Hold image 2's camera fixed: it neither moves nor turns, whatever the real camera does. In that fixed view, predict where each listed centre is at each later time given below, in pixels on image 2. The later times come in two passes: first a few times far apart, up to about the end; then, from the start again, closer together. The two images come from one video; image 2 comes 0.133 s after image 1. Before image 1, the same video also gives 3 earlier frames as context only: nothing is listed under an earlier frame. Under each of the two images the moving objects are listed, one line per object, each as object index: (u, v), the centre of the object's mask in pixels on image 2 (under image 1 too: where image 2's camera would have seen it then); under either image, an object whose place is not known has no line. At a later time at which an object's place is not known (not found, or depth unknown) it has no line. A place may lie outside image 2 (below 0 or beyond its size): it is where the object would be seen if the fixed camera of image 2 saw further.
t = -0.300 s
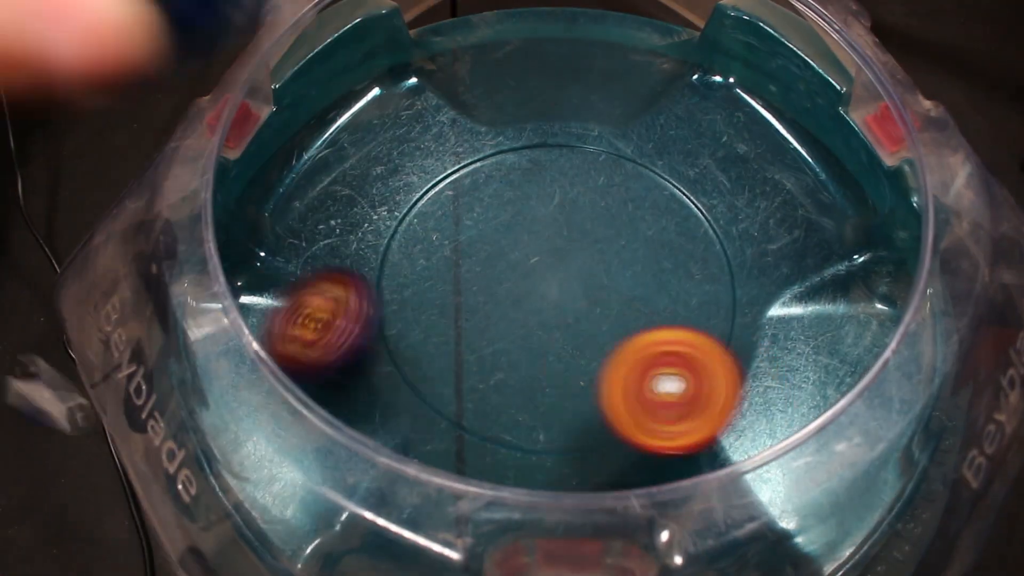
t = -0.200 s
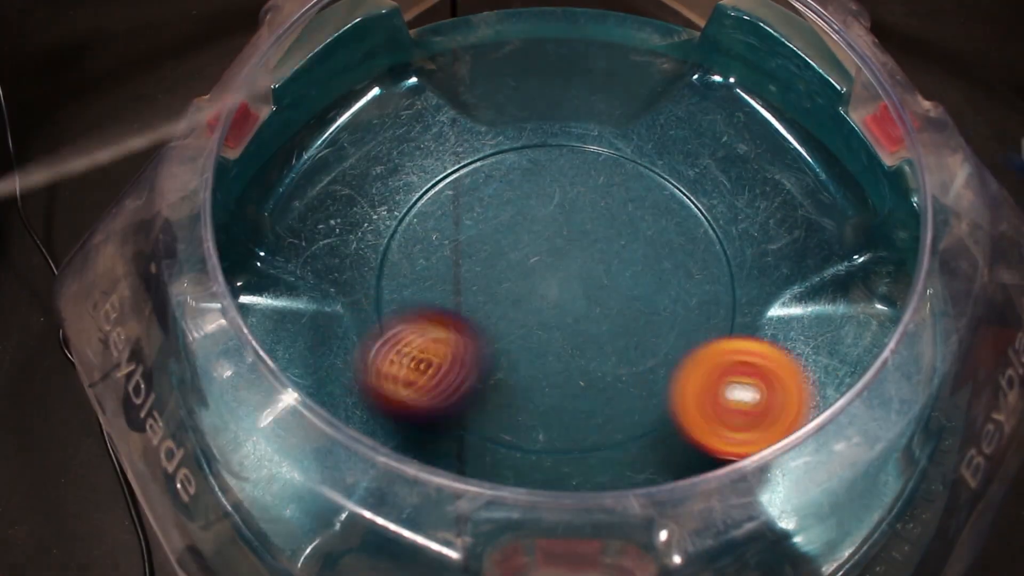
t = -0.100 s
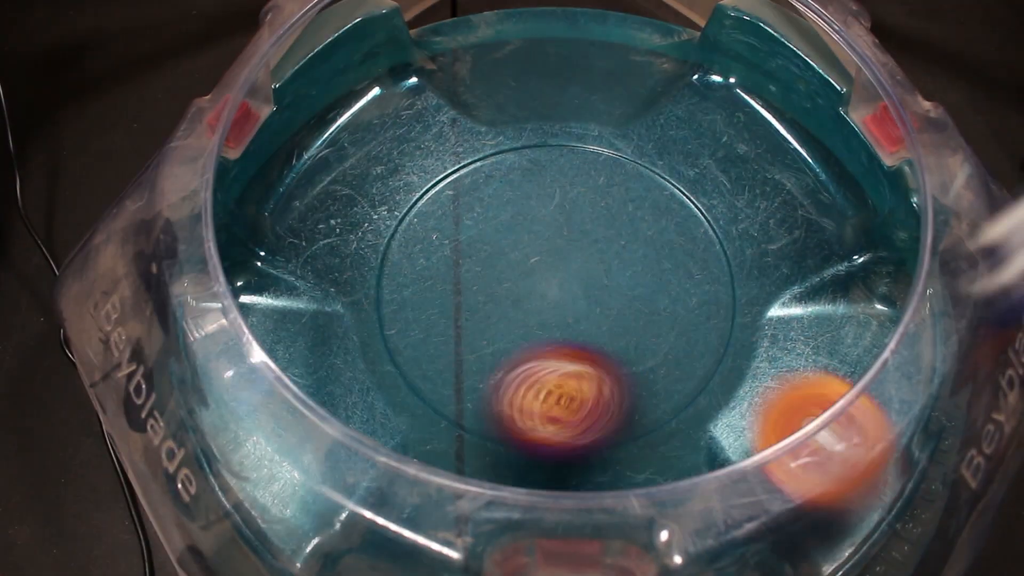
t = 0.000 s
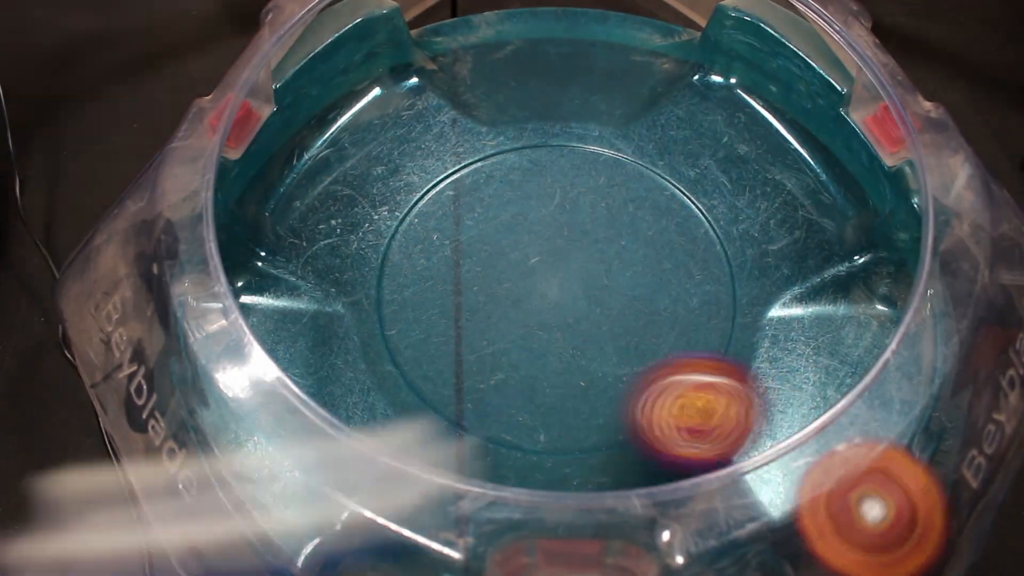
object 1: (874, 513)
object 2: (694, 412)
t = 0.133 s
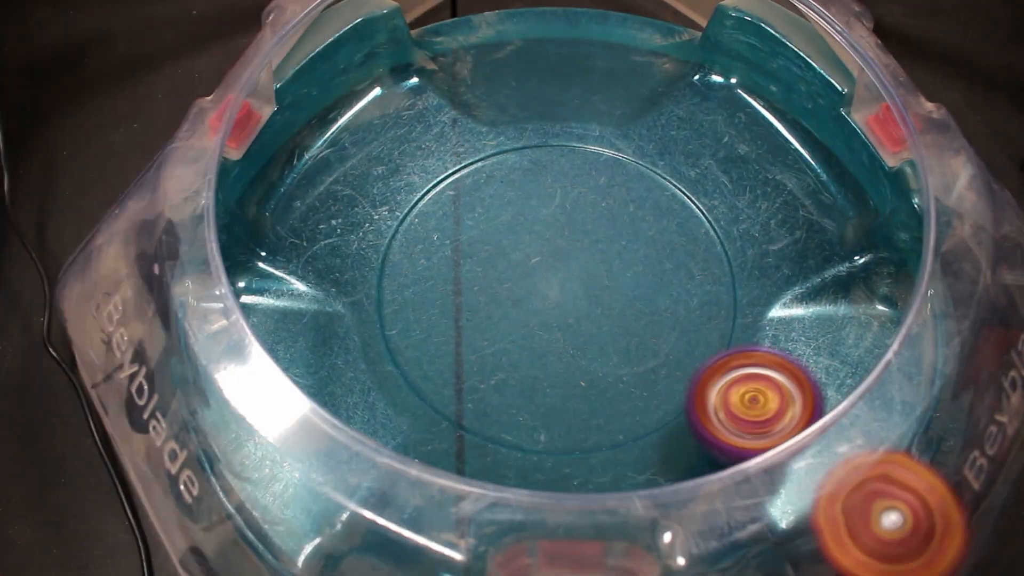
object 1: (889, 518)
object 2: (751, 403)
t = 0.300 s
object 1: (867, 522)
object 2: (710, 434)
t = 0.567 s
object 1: (865, 509)
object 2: (566, 354)
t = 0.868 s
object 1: (873, 381)
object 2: (287, 289)
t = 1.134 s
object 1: (725, 230)
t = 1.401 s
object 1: (302, 185)
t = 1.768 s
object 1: (830, 195)
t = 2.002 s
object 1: (478, 33)
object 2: (207, 424)
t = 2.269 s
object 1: (662, 48)
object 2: (186, 331)
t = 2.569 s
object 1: (491, 160)
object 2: (261, 299)
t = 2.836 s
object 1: (638, 480)
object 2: (371, 327)
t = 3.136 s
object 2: (693, 234)
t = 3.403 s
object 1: (909, 298)
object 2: (606, 53)
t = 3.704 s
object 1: (795, 337)
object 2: (609, 35)
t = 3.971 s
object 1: (676, 265)
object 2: (612, 55)
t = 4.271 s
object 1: (403, 332)
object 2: (587, 108)
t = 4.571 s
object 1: (677, 338)
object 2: (534, 353)
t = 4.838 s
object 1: (462, 110)
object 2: (748, 371)
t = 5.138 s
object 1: (307, 326)
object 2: (749, 349)
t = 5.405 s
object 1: (582, 382)
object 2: (603, 183)
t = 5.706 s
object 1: (660, 64)
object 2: (370, 300)
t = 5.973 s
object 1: (580, 14)
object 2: (598, 372)
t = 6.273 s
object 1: (475, 38)
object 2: (616, 119)
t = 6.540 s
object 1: (485, 51)
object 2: (585, 216)
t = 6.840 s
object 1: (511, 51)
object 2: (718, 320)
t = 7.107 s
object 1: (566, 78)
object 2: (632, 270)
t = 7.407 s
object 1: (511, 199)
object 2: (448, 341)
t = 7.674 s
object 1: (688, 342)
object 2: (477, 346)
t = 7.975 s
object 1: (690, 198)
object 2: (543, 210)
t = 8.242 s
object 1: (622, 245)
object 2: (457, 132)
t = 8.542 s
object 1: (658, 338)
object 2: (527, 242)
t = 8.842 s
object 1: (695, 338)
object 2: (655, 213)
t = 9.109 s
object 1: (606, 342)
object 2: (626, 187)
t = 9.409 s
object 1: (459, 375)
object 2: (566, 256)
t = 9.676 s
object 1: (438, 409)
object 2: (598, 224)
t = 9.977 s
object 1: (468, 275)
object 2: (634, 197)
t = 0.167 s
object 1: (893, 517)
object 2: (745, 405)
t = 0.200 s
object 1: (894, 518)
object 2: (732, 412)
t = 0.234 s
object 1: (888, 521)
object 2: (720, 420)
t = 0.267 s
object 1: (880, 525)
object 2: (712, 427)
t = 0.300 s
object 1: (867, 522)
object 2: (710, 434)
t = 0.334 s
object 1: (852, 518)
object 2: (708, 436)
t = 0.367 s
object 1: (844, 516)
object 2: (695, 434)
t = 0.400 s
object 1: (842, 513)
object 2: (678, 436)
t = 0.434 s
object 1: (842, 514)
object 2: (659, 426)
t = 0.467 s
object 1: (847, 518)
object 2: (641, 409)
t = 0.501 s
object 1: (857, 518)
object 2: (618, 390)
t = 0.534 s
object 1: (861, 515)
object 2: (594, 371)
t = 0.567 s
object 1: (865, 509)
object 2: (566, 354)
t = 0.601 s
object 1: (869, 502)
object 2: (534, 339)
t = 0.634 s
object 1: (875, 493)
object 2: (498, 326)
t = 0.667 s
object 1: (878, 483)
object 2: (462, 315)
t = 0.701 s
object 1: (882, 471)
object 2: (425, 308)
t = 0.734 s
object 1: (885, 458)
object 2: (392, 303)
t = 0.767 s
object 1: (889, 444)
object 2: (368, 300)
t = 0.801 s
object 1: (892, 430)
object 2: (343, 301)
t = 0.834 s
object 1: (880, 403)
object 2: (315, 298)
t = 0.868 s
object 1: (873, 381)
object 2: (287, 289)
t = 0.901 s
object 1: (864, 359)
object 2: (265, 275)
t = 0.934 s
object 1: (843, 332)
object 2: (217, 298)
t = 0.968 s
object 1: (839, 318)
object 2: (189, 335)
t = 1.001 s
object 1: (828, 300)
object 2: (191, 357)
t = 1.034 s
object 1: (811, 279)
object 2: (198, 378)
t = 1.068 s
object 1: (787, 263)
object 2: (203, 409)
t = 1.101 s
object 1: (759, 249)
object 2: (214, 427)
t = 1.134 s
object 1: (725, 230)
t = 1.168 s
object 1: (687, 206)
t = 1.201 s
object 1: (642, 177)
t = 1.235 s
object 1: (590, 154)
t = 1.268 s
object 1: (532, 138)
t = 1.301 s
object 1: (472, 133)
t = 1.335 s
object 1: (413, 140)
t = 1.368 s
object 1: (356, 158)
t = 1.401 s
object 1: (302, 185)
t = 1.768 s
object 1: (830, 195)
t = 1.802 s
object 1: (808, 144)
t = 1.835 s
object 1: (774, 113)
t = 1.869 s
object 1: (717, 93)
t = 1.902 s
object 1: (649, 68)
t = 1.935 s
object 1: (585, 53)
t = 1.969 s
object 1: (531, 39)
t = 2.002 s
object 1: (478, 33)
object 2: (207, 424)
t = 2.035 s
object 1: (472, 31)
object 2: (200, 413)
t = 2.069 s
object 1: (504, 35)
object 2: (201, 396)
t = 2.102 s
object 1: (531, 39)
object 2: (198, 386)
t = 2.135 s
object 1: (556, 44)
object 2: (197, 372)
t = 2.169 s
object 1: (583, 48)
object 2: (192, 361)
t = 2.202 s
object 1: (610, 52)
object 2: (189, 353)
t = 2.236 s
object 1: (637, 55)
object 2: (185, 341)
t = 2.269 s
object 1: (662, 48)
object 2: (186, 331)
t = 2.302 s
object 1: (657, 40)
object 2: (188, 314)
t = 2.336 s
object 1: (638, 42)
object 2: (197, 302)
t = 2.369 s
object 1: (620, 52)
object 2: (200, 290)
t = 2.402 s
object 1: (604, 61)
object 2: (200, 287)
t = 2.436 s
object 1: (588, 73)
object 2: (203, 290)
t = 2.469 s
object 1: (572, 86)
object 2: (206, 293)
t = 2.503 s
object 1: (551, 105)
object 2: (226, 285)
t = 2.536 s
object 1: (525, 129)
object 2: (254, 293)
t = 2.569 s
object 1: (491, 160)
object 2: (261, 299)
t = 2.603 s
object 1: (460, 199)
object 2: (268, 304)
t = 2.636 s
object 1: (439, 244)
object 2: (278, 308)
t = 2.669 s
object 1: (430, 292)
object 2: (287, 314)
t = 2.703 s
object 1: (436, 345)
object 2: (299, 319)
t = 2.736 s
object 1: (463, 392)
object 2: (313, 323)
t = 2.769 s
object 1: (508, 426)
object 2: (329, 325)
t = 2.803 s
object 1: (570, 463)
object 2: (348, 325)
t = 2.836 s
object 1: (638, 480)
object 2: (371, 327)
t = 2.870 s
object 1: (690, 485)
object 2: (400, 334)
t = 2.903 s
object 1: (757, 471)
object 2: (439, 345)
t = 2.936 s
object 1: (819, 465)
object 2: (482, 353)
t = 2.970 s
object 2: (530, 353)
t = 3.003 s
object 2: (575, 344)
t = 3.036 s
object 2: (615, 325)
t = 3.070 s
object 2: (649, 300)
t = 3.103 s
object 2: (676, 269)
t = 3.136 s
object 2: (693, 234)
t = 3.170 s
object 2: (700, 199)
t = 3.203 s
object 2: (695, 163)
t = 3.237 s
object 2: (682, 132)
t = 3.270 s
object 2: (664, 107)
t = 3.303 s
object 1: (933, 338)
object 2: (643, 88)
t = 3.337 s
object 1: (924, 321)
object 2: (624, 75)
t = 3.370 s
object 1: (919, 307)
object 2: (611, 61)
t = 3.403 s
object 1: (909, 298)
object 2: (606, 53)
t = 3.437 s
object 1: (901, 302)
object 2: (606, 47)
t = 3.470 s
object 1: (887, 306)
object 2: (606, 43)
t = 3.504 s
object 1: (875, 310)
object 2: (607, 41)
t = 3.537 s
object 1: (862, 313)
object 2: (607, 39)
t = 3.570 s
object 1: (844, 316)
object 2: (608, 37)
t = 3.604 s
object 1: (833, 322)
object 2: (608, 36)
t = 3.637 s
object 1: (822, 327)
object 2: (609, 35)
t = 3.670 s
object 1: (809, 333)
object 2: (609, 35)
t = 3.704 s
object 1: (795, 337)
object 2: (609, 35)
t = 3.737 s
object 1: (782, 342)
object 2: (609, 36)
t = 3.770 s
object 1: (769, 346)
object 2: (609, 37)
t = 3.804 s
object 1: (754, 348)
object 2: (609, 38)
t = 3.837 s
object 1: (741, 342)
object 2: (609, 40)
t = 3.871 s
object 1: (728, 330)
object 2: (610, 43)
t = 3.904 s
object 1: (713, 313)
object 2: (610, 46)
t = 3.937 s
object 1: (698, 289)
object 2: (611, 50)
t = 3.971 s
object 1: (676, 265)
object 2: (612, 55)
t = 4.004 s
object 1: (648, 246)
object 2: (613, 60)
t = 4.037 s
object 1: (614, 233)
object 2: (614, 66)
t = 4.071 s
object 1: (576, 226)
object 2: (615, 73)
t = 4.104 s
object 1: (536, 227)
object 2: (617, 80)
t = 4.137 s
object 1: (498, 234)
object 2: (618, 87)
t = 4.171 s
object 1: (463, 249)
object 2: (617, 90)
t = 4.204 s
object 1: (431, 273)
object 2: (614, 92)
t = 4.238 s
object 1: (410, 301)
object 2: (605, 98)
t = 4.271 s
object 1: (403, 332)
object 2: (587, 108)
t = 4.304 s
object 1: (412, 364)
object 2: (560, 122)
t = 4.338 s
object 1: (431, 395)
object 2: (536, 141)
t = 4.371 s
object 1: (462, 417)
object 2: (517, 165)
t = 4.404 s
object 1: (499, 430)
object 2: (503, 194)
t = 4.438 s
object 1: (541, 433)
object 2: (494, 225)
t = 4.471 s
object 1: (583, 426)
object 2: (492, 257)
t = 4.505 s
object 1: (622, 404)
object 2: (498, 290)
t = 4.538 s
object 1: (656, 374)
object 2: (512, 324)
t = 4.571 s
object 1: (677, 338)
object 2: (534, 353)
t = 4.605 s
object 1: (684, 298)
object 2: (562, 376)
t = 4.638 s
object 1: (678, 259)
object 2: (595, 394)
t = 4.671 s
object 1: (661, 222)
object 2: (633, 401)
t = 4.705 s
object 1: (635, 188)
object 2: (667, 397)
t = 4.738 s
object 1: (600, 156)
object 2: (697, 390)
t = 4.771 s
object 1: (557, 130)
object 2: (723, 380)
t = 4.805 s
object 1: (511, 114)
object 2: (739, 373)
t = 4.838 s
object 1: (462, 110)
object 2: (748, 371)
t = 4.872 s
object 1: (414, 113)
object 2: (752, 372)
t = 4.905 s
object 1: (371, 126)
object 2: (754, 373)
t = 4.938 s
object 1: (334, 147)
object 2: (756, 373)
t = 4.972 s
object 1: (307, 172)
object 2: (757, 372)
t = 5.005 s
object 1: (288, 202)
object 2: (757, 371)
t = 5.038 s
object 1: (284, 238)
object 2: (756, 369)
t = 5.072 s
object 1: (288, 278)
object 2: (754, 365)
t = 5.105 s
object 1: (296, 306)
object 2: (751, 360)
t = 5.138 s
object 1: (307, 326)
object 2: (749, 349)
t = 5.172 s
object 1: (322, 340)
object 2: (747, 333)
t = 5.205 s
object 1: (340, 349)
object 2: (744, 309)
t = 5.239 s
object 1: (361, 356)
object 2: (736, 281)
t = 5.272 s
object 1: (388, 363)
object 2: (722, 255)
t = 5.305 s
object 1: (426, 373)
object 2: (701, 229)
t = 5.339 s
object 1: (474, 385)
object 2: (672, 209)
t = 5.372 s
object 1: (528, 387)
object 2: (640, 194)
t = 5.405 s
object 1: (582, 382)
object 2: (603, 183)
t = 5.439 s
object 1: (635, 363)
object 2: (566, 178)
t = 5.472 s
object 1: (680, 334)
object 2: (530, 178)
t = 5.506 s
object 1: (714, 295)
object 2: (492, 181)
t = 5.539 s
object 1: (735, 246)
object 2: (458, 190)
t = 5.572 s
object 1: (736, 197)
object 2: (427, 204)
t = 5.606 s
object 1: (728, 155)
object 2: (400, 222)
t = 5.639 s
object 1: (711, 117)
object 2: (382, 248)
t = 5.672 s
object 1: (687, 86)
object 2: (374, 275)
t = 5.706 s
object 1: (660, 64)
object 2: (370, 300)
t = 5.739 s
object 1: (636, 50)
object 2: (377, 328)
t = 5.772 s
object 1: (620, 38)
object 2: (391, 350)
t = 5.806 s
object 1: (611, 30)
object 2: (412, 371)
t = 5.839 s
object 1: (605, 25)
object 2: (442, 385)
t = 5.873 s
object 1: (600, 22)
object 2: (480, 394)
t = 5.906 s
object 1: (594, 19)
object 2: (525, 397)
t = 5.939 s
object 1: (588, 16)
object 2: (564, 388)
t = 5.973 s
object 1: (580, 14)
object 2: (598, 372)
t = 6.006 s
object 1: (566, 13)
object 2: (627, 348)
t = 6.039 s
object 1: (544, 13)
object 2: (650, 320)
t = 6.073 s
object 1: (520, 15)
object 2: (666, 289)
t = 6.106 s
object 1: (500, 17)
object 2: (674, 258)
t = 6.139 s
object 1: (489, 20)
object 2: (675, 225)
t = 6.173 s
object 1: (484, 23)
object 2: (670, 194)
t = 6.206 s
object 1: (481, 27)
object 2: (658, 163)
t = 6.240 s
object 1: (478, 32)
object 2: (641, 138)
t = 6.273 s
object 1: (475, 38)
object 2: (616, 119)
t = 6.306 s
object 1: (474, 44)
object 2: (587, 104)
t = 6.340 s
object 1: (469, 51)
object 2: (564, 101)
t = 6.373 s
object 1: (454, 43)
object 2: (565, 117)
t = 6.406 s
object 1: (455, 42)
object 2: (564, 140)
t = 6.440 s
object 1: (464, 47)
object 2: (565, 157)
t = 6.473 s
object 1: (477, 50)
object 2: (569, 177)
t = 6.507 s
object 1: (484, 52)
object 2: (575, 197)
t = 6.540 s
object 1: (485, 51)
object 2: (585, 216)
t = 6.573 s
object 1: (486, 49)
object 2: (597, 236)
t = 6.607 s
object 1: (487, 47)
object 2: (611, 255)
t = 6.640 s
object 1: (489, 46)
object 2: (628, 274)
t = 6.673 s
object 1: (493, 47)
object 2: (645, 289)
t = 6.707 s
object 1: (496, 47)
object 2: (665, 302)
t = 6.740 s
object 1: (498, 47)
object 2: (683, 312)
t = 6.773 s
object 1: (502, 48)
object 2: (700, 320)
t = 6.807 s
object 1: (506, 49)
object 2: (713, 323)
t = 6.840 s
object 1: (511, 51)
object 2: (718, 320)
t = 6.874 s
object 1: (517, 53)
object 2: (723, 310)
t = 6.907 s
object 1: (523, 56)
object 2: (726, 302)
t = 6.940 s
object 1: (529, 59)
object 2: (721, 291)
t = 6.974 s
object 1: (536, 62)
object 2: (712, 277)
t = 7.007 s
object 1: (543, 66)
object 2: (697, 267)
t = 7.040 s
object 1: (550, 70)
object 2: (677, 265)
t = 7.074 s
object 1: (558, 74)
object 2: (656, 267)
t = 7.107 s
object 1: (566, 78)
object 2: (632, 270)
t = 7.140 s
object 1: (573, 82)
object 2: (607, 274)
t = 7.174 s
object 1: (581, 87)
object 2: (582, 280)
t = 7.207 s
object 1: (583, 93)
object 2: (558, 286)
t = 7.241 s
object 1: (577, 101)
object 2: (534, 294)
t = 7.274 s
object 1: (563, 112)
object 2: (511, 303)
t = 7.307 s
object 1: (542, 127)
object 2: (491, 312)
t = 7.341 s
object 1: (525, 147)
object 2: (473, 321)
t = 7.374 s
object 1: (515, 171)
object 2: (459, 331)
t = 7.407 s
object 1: (511, 199)
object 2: (448, 341)
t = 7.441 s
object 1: (513, 226)
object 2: (439, 349)
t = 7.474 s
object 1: (523, 256)
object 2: (434, 357)
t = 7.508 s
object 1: (540, 282)
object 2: (438, 359)
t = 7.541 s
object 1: (563, 305)
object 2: (446, 361)
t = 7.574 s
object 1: (591, 324)
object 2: (452, 361)
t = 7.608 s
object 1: (622, 336)
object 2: (460, 358)
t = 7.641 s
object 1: (655, 343)
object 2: (468, 353)
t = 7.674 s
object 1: (688, 342)
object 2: (477, 346)
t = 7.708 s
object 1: (712, 333)
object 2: (486, 336)
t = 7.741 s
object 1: (731, 315)
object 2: (496, 324)
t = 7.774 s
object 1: (747, 296)
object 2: (505, 311)
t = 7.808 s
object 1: (755, 278)
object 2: (515, 296)
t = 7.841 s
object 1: (756, 259)
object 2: (523, 280)
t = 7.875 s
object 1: (750, 241)
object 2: (530, 263)
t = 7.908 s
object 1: (737, 225)
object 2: (536, 246)
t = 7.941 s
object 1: (716, 210)
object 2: (540, 227)
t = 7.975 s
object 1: (690, 198)
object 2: (543, 210)
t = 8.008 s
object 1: (662, 193)
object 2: (543, 194)
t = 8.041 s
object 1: (659, 193)
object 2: (530, 174)
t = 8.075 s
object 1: (655, 197)
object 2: (516, 158)
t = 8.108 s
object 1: (648, 202)
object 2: (503, 144)
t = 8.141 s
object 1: (640, 210)
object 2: (491, 135)
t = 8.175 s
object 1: (633, 221)
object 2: (478, 131)
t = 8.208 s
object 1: (627, 232)
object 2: (465, 131)
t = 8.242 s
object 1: (622, 245)
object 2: (457, 132)
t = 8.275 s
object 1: (619, 260)
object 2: (452, 137)
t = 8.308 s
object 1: (619, 274)
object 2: (450, 144)
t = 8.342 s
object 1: (620, 288)
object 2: (448, 159)
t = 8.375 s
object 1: (624, 302)
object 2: (449, 176)
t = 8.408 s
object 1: (629, 312)
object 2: (458, 190)
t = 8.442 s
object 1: (635, 322)
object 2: (471, 203)
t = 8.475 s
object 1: (642, 330)
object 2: (487, 217)
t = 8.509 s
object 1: (651, 335)
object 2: (505, 230)
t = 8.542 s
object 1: (658, 338)
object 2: (527, 242)
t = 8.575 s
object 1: (665, 338)
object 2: (550, 251)
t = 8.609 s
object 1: (670, 336)
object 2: (574, 258)
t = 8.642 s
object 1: (681, 340)
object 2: (593, 254)
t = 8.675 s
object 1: (690, 341)
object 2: (609, 249)
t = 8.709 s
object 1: (697, 338)
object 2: (621, 244)
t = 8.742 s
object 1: (701, 334)
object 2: (633, 238)
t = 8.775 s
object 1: (701, 336)
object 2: (641, 229)
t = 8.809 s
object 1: (699, 337)
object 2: (649, 220)
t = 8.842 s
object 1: (695, 338)
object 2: (655, 213)
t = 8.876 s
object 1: (691, 340)
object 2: (657, 205)
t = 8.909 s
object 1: (684, 341)
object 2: (659, 198)
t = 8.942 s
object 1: (675, 341)
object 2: (658, 192)
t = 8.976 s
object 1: (664, 341)
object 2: (655, 187)
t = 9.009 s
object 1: (652, 342)
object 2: (650, 184)
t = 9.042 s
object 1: (638, 342)
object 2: (643, 183)
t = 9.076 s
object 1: (622, 342)
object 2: (635, 184)
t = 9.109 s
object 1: (606, 342)
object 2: (626, 187)
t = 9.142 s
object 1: (589, 343)
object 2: (617, 191)
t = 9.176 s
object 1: (572, 344)
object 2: (606, 197)
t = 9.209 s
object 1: (555, 346)
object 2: (596, 205)
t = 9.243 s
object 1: (538, 348)
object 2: (586, 214)
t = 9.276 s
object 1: (523, 351)
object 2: (576, 225)
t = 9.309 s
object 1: (510, 353)
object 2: (567, 235)
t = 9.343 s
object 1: (499, 355)
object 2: (558, 250)
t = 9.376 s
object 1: (482, 361)
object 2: (556, 259)
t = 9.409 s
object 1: (459, 375)
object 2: (566, 256)
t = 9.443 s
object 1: (448, 384)
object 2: (572, 253)
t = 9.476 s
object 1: (441, 394)
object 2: (578, 249)
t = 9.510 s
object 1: (436, 402)
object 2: (584, 245)
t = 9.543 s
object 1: (431, 408)
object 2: (589, 240)
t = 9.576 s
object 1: (429, 411)
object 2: (592, 237)
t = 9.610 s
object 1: (429, 413)
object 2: (596, 232)
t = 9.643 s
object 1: (432, 412)
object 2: (598, 228)
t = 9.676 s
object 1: (438, 409)
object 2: (598, 224)
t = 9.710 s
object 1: (446, 404)
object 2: (598, 223)
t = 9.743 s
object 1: (456, 394)
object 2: (599, 222)
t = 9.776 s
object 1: (470, 384)
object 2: (597, 220)
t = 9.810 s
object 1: (483, 368)
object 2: (596, 220)
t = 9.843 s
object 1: (491, 350)
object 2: (595, 220)
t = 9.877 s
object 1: (498, 329)
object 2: (593, 220)
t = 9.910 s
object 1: (502, 307)
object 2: (590, 221)
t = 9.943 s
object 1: (493, 288)
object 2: (605, 217)
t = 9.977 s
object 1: (468, 275)
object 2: (634, 197)
